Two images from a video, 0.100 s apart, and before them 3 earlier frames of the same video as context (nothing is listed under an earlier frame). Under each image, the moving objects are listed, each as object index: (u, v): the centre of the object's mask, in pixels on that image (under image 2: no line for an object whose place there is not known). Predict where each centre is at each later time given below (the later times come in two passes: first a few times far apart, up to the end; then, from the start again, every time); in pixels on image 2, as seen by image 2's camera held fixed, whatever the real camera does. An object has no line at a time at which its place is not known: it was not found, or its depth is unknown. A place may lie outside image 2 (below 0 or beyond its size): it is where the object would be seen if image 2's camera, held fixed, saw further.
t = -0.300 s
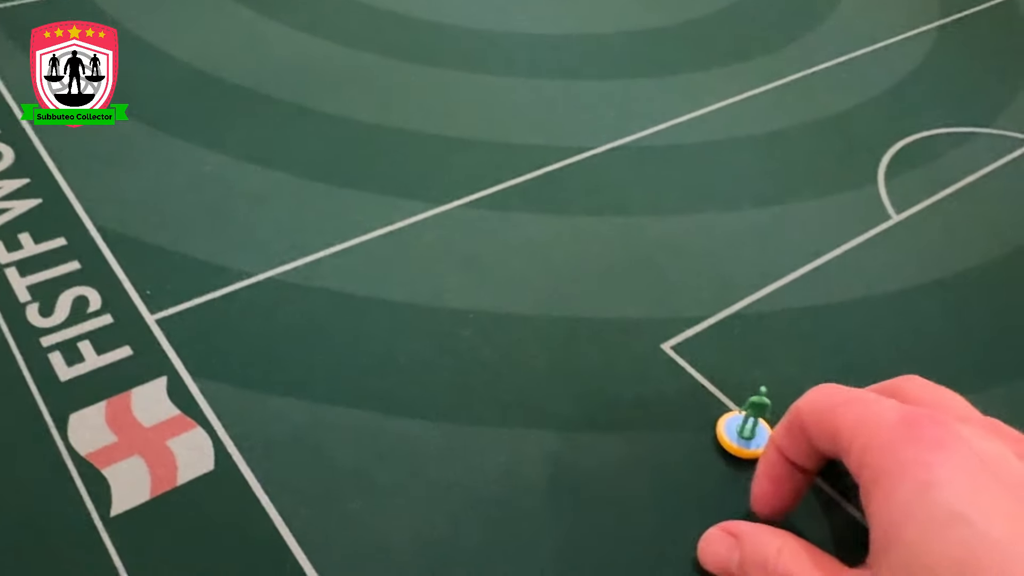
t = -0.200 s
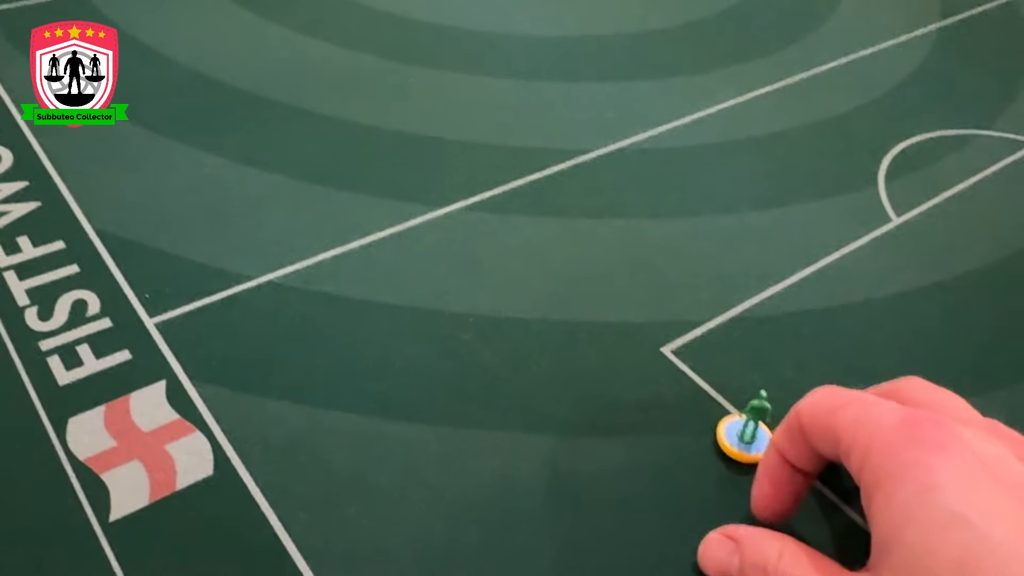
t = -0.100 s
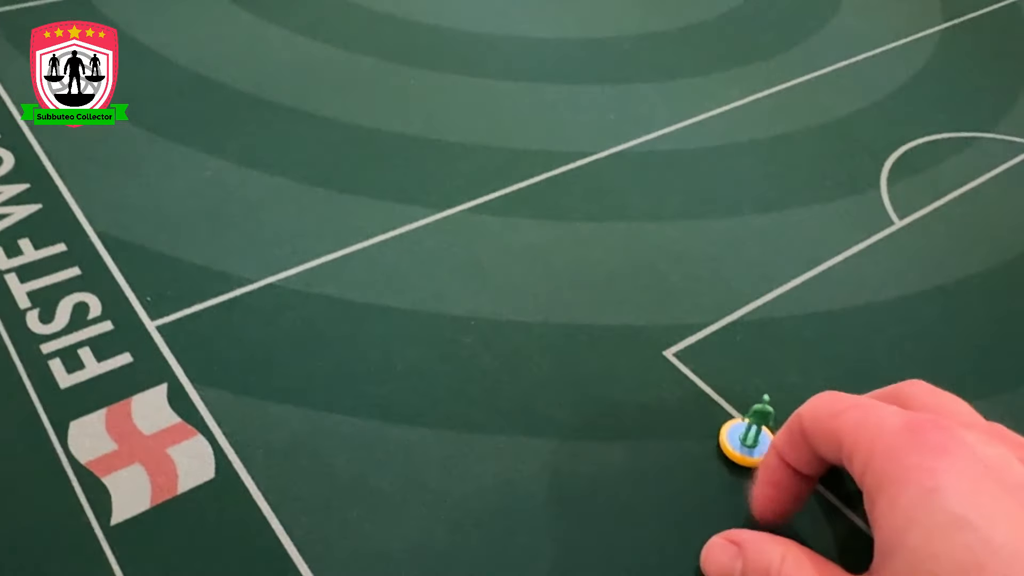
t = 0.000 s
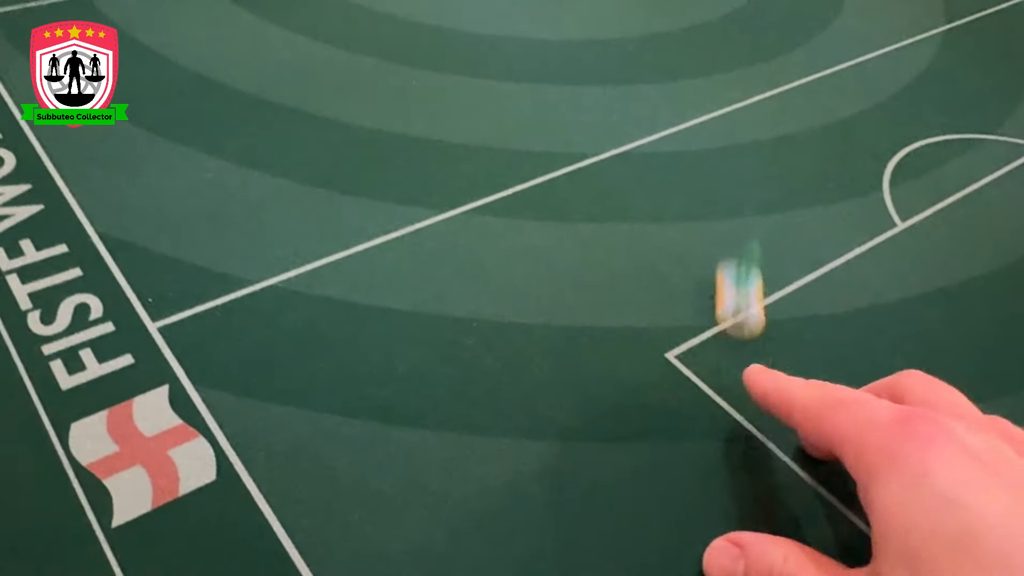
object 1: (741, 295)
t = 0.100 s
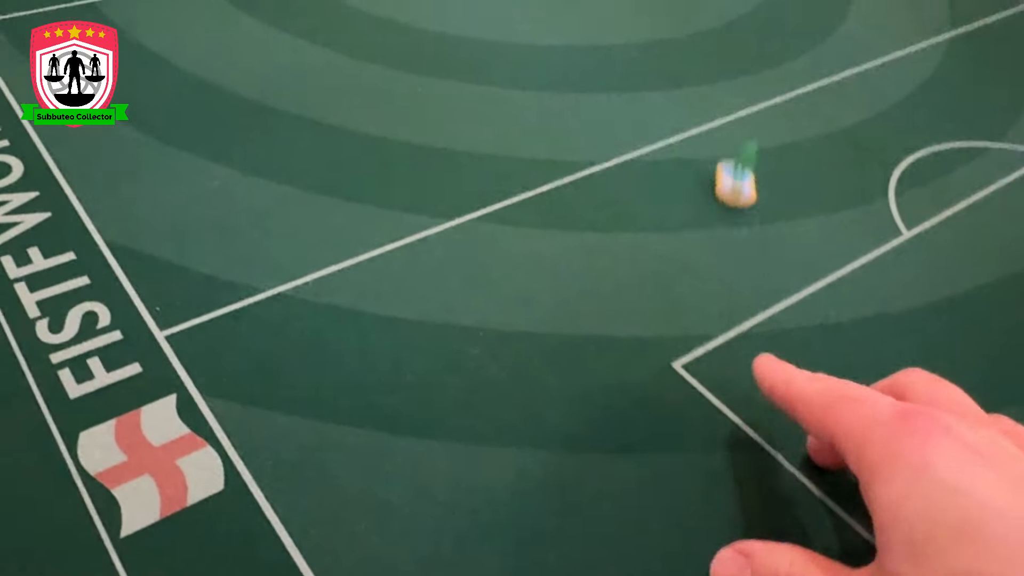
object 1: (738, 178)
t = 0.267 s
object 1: (729, 67)
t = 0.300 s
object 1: (728, 55)
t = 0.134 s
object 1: (735, 149)
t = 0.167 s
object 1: (733, 125)
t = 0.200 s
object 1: (732, 101)
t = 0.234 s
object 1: (731, 83)
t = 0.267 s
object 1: (729, 67)
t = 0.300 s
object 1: (728, 55)
